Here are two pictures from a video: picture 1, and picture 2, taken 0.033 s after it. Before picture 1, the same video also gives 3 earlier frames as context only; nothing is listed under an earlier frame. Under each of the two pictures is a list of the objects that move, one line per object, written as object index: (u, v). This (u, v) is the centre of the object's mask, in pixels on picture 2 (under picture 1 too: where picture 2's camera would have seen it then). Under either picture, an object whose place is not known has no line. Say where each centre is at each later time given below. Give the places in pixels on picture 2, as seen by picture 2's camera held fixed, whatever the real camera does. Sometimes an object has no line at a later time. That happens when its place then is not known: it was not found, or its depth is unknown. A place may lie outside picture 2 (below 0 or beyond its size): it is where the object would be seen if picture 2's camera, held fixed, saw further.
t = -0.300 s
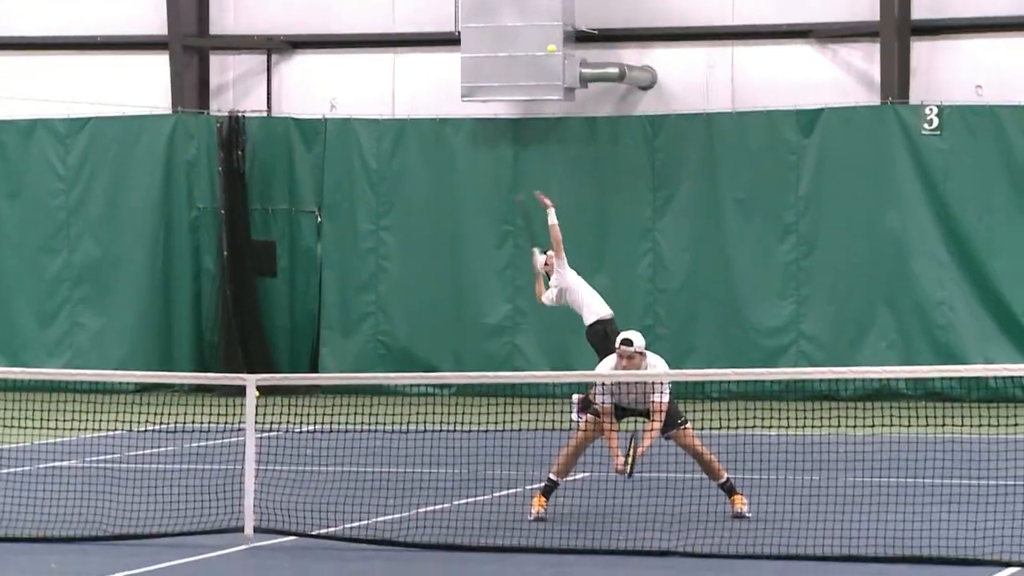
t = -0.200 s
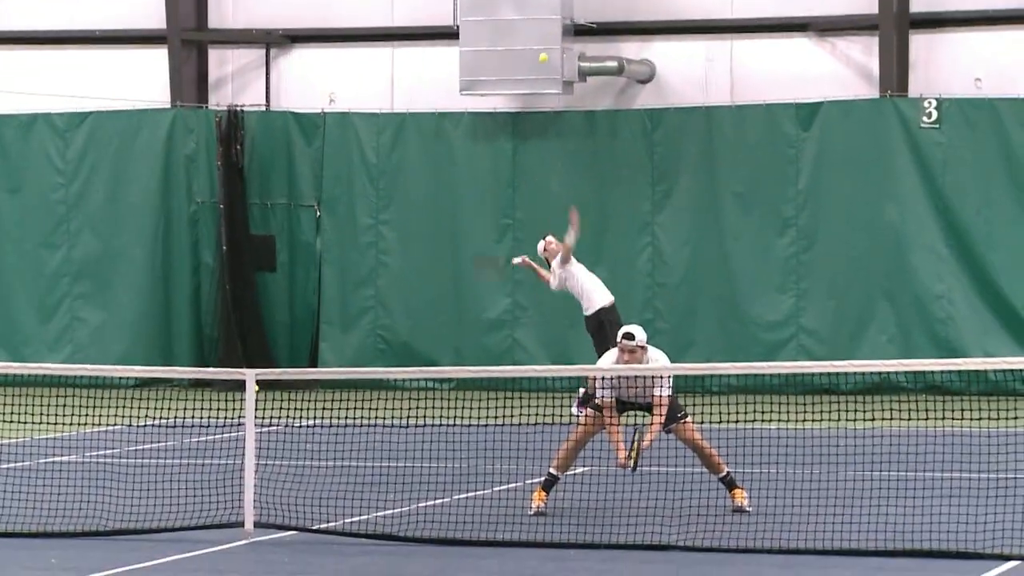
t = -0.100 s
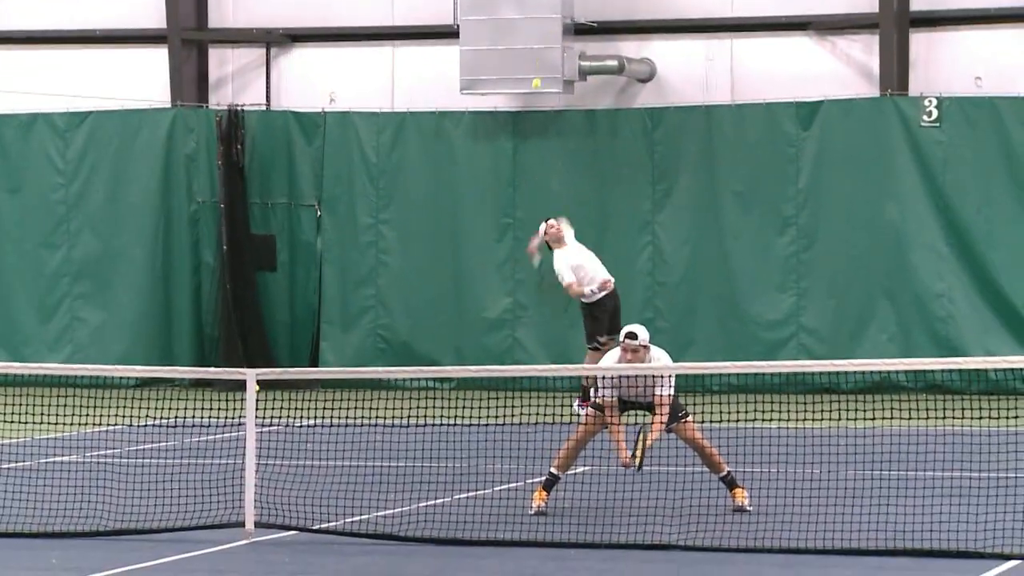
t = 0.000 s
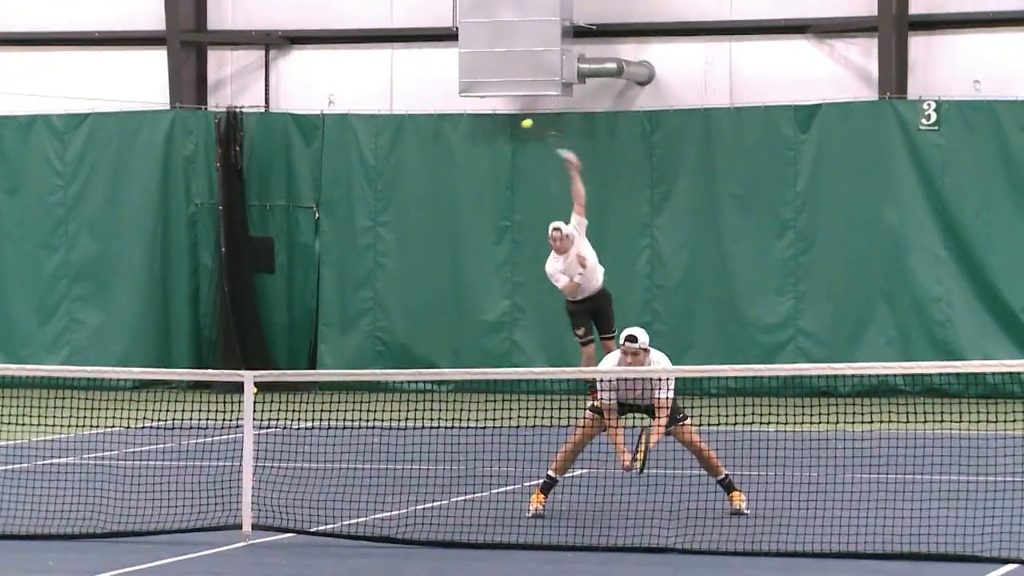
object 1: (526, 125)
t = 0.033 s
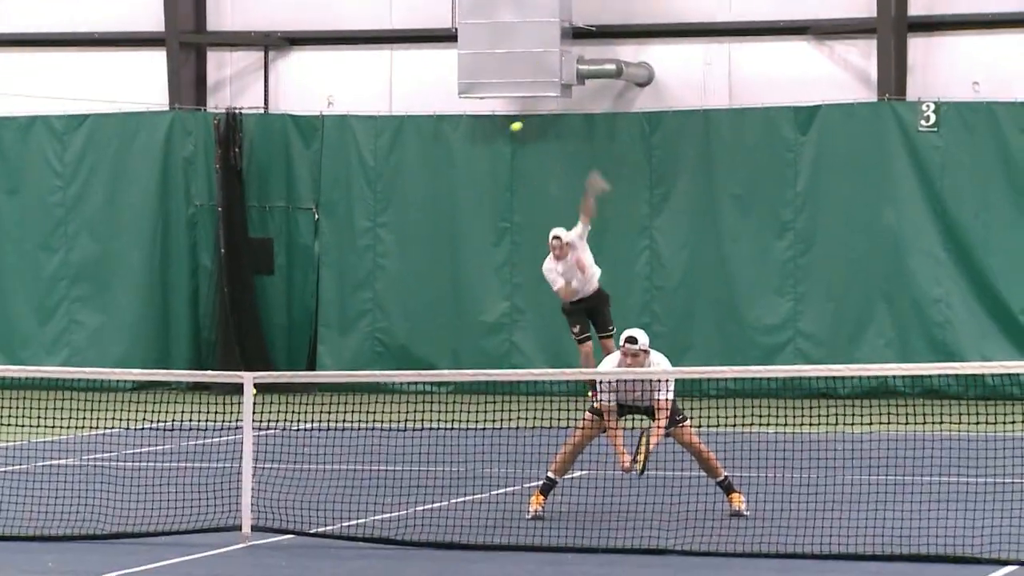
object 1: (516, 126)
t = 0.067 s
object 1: (503, 131)
